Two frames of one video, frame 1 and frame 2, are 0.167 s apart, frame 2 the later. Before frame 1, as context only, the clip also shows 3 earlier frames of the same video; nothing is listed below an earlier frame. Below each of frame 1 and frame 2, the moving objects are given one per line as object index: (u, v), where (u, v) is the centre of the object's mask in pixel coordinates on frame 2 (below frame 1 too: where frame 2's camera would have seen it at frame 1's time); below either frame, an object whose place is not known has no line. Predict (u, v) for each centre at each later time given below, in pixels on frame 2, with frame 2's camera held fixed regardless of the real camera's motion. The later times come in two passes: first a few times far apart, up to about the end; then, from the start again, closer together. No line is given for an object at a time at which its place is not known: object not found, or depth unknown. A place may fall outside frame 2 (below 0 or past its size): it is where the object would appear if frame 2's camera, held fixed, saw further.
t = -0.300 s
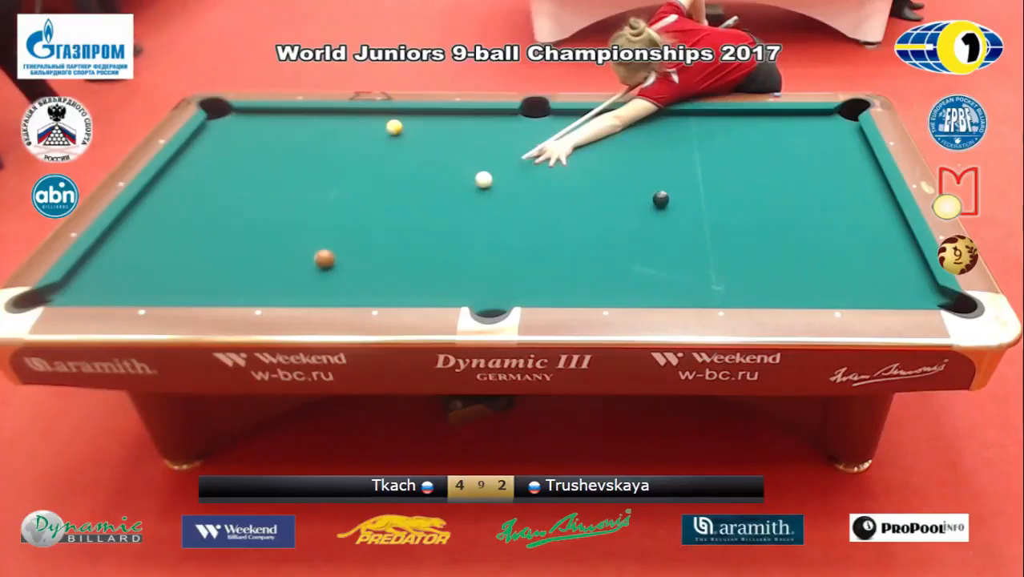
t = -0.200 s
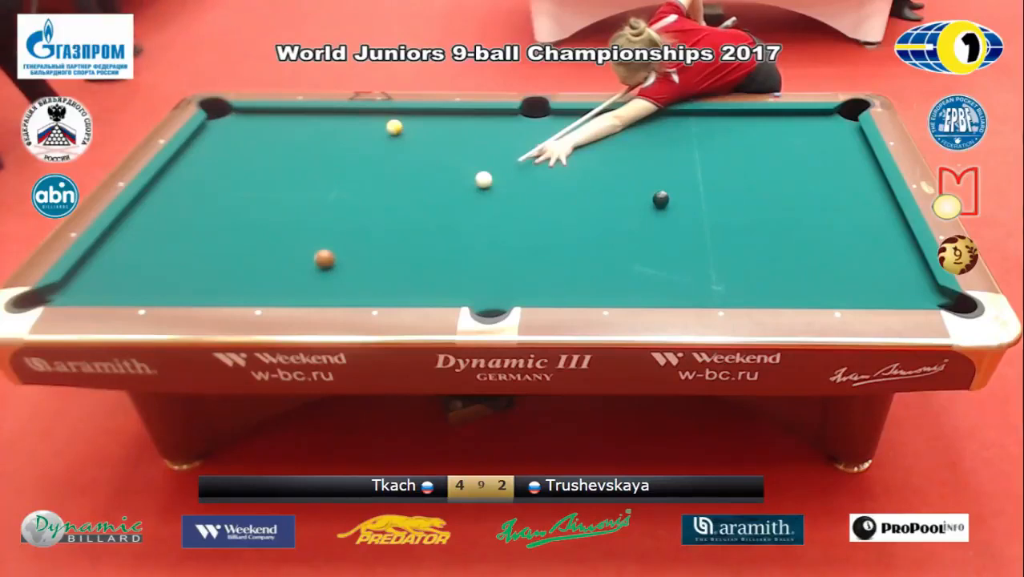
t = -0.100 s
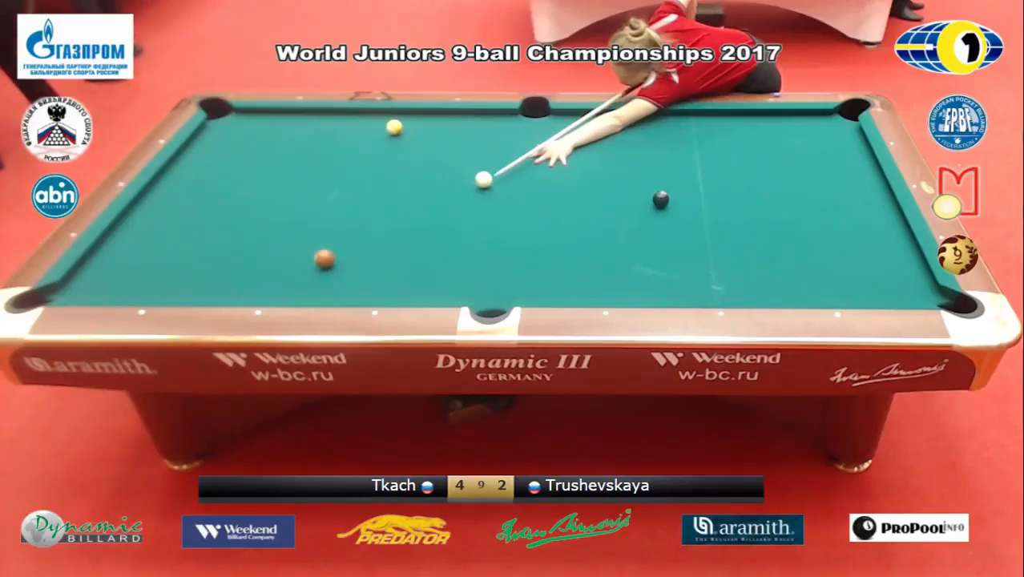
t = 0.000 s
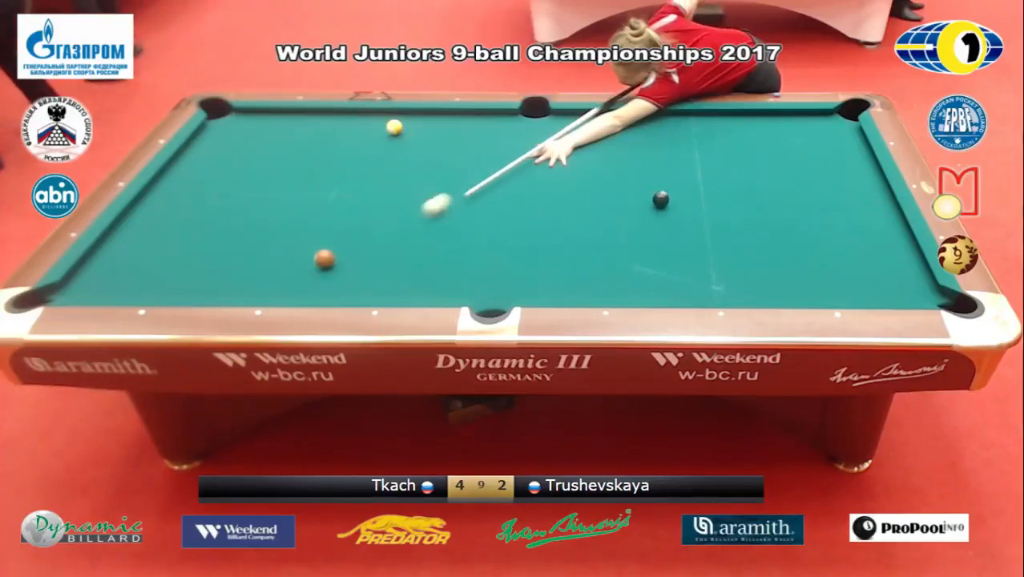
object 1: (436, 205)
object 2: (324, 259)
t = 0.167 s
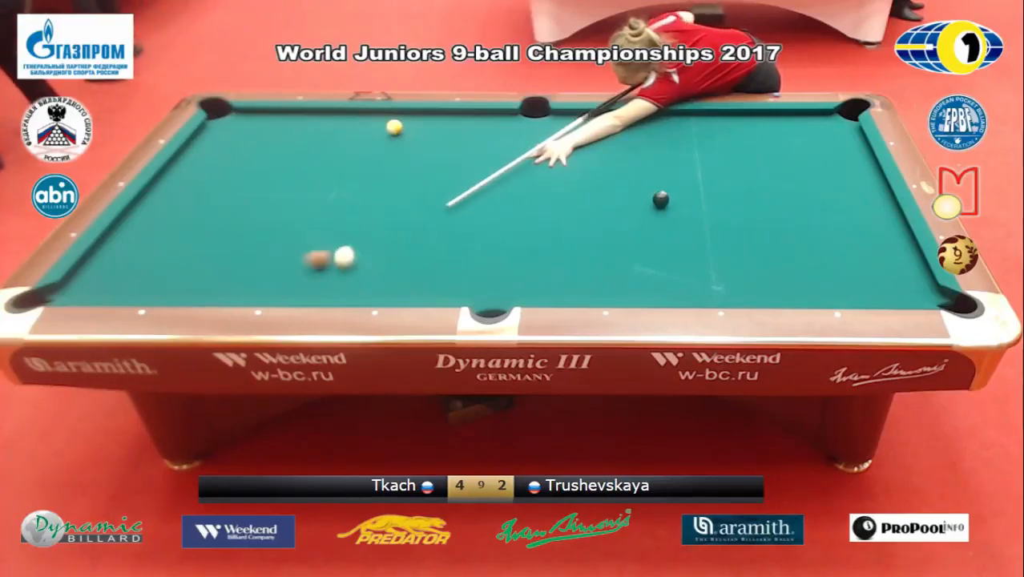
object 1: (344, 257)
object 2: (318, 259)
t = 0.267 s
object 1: (344, 279)
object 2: (262, 268)
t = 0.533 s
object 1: (379, 274)
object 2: (133, 287)
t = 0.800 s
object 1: (422, 252)
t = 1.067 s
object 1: (460, 232)
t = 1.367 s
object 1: (499, 213)
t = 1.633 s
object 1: (529, 197)
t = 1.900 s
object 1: (557, 183)
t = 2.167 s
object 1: (583, 171)
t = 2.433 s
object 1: (606, 159)
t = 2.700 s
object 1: (627, 149)
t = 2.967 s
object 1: (647, 139)
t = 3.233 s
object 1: (665, 130)
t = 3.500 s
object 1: (682, 122)
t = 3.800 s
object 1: (699, 114)
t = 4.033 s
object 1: (709, 116)
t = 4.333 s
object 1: (720, 119)
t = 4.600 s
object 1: (729, 122)
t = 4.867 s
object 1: (737, 125)
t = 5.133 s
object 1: (744, 127)
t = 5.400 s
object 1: (749, 129)
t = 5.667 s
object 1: (754, 130)
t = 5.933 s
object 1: (757, 131)
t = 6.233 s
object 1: (760, 132)
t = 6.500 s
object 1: (760, 132)
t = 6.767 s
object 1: (761, 132)
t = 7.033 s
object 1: (761, 132)
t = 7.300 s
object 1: (761, 132)
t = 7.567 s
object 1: (761, 132)
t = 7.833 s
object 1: (761, 132)
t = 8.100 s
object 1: (761, 132)
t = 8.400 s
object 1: (761, 132)
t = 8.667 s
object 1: (761, 132)
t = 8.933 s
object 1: (761, 132)
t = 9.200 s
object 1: (761, 132)
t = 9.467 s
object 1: (761, 132)
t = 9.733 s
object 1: (761, 132)
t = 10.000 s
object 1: (761, 132)
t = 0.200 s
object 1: (344, 265)
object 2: (299, 262)
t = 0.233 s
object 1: (344, 272)
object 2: (281, 265)
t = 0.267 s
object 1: (344, 279)
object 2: (262, 268)
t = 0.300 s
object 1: (344, 286)
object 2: (244, 271)
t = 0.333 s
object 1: (344, 291)
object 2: (226, 273)
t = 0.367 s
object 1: (348, 291)
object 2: (210, 276)
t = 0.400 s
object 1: (355, 287)
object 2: (194, 278)
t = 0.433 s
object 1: (362, 283)
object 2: (178, 281)
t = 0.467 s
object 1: (368, 280)
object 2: (164, 284)
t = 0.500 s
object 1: (374, 276)
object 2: (148, 285)
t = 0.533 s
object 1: (379, 274)
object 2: (133, 287)
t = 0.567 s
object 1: (385, 271)
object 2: (118, 289)
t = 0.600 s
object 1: (390, 268)
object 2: (103, 290)
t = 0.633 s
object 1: (396, 265)
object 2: (92, 290)
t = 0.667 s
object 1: (401, 262)
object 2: (82, 289)
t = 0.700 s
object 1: (407, 260)
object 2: (71, 289)
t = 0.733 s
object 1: (412, 257)
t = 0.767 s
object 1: (417, 254)
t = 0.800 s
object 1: (422, 252)
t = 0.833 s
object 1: (427, 249)
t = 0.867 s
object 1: (432, 247)
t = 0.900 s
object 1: (437, 245)
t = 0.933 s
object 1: (441, 242)
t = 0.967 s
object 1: (446, 240)
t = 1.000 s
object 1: (451, 237)
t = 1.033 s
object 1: (456, 235)
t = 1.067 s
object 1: (460, 232)
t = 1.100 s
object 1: (464, 230)
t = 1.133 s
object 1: (469, 228)
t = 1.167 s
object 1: (473, 226)
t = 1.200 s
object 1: (478, 223)
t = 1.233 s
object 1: (482, 221)
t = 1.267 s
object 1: (486, 219)
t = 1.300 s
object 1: (490, 217)
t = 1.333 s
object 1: (495, 215)
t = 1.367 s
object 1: (499, 213)
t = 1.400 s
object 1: (503, 211)
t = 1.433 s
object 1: (507, 209)
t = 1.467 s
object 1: (510, 207)
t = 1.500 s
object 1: (515, 205)
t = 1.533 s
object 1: (518, 203)
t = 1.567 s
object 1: (522, 201)
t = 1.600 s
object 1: (526, 199)
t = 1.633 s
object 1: (529, 197)
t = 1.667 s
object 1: (533, 196)
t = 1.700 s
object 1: (537, 194)
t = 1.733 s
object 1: (540, 192)
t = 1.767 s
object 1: (544, 190)
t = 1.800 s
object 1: (547, 188)
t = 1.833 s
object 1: (551, 186)
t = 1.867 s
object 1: (554, 185)
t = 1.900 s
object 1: (557, 183)
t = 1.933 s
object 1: (561, 181)
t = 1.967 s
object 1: (564, 180)
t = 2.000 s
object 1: (568, 178)
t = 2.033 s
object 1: (570, 177)
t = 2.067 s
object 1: (574, 175)
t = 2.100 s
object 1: (577, 173)
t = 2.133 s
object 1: (580, 172)
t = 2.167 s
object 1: (583, 171)
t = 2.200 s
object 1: (586, 169)
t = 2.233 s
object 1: (589, 167)
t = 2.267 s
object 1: (592, 166)
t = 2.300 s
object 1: (595, 165)
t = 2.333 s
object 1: (598, 163)
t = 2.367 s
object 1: (601, 162)
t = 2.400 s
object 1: (603, 160)
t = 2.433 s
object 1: (606, 159)
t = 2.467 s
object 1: (609, 157)
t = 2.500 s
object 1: (612, 156)
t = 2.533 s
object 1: (614, 155)
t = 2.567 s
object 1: (617, 154)
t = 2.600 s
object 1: (620, 152)
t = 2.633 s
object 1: (622, 151)
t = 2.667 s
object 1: (625, 150)
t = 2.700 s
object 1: (627, 149)
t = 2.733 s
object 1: (630, 147)
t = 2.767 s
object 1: (632, 146)
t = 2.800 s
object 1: (635, 145)
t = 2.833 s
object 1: (638, 144)
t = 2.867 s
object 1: (640, 143)
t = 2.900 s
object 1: (642, 141)
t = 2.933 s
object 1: (645, 140)
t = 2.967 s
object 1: (647, 139)
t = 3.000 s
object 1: (649, 138)
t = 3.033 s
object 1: (652, 137)
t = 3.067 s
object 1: (654, 136)
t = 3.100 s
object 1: (656, 135)
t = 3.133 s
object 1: (658, 133)
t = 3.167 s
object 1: (661, 132)
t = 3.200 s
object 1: (663, 131)
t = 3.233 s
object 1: (665, 130)
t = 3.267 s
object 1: (668, 129)
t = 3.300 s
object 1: (669, 128)
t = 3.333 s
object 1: (672, 127)
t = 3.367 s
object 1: (674, 126)
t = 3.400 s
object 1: (676, 125)
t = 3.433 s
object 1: (678, 124)
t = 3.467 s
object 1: (680, 123)
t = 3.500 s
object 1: (682, 122)
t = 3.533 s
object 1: (684, 121)
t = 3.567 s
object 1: (686, 120)
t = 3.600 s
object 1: (688, 120)
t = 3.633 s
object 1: (690, 119)
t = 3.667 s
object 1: (691, 118)
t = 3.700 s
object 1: (693, 117)
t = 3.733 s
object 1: (695, 116)
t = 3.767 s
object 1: (697, 115)
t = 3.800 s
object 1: (699, 114)
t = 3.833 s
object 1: (701, 114)
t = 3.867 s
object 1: (702, 114)
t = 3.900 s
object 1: (704, 114)
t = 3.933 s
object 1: (705, 115)
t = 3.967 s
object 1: (706, 115)
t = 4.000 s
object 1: (708, 116)
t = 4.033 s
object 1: (709, 116)
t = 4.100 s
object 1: (712, 117)
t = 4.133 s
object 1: (713, 117)
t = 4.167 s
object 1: (714, 118)
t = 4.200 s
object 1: (716, 118)
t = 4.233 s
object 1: (717, 118)
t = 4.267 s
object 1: (718, 119)
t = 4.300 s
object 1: (719, 119)
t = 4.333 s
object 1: (720, 119)
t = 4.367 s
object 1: (721, 120)
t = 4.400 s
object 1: (722, 120)
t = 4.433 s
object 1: (724, 121)
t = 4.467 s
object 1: (725, 121)
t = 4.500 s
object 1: (726, 121)
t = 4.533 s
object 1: (727, 122)
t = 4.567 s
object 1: (728, 122)
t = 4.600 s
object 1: (729, 122)
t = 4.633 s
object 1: (730, 123)
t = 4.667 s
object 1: (731, 123)
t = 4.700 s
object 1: (732, 123)
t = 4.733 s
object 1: (733, 123)
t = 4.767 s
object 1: (734, 124)
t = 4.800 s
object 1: (735, 124)
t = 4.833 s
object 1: (736, 124)
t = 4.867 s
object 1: (737, 125)
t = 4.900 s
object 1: (738, 125)
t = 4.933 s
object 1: (739, 125)
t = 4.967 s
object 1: (740, 125)
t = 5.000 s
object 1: (740, 126)
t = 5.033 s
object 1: (741, 126)
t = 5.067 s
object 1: (742, 126)
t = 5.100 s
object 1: (743, 126)
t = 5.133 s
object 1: (744, 127)
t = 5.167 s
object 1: (744, 127)
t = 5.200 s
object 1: (745, 127)
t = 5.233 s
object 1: (746, 127)
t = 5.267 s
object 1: (746, 128)
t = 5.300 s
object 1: (747, 128)
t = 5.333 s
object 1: (748, 128)
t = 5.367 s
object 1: (748, 128)
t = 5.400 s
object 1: (749, 129)
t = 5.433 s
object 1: (750, 129)
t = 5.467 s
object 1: (750, 129)
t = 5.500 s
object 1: (751, 129)
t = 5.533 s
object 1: (751, 129)
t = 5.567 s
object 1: (752, 129)
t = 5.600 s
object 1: (753, 130)
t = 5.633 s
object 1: (753, 130)
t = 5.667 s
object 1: (754, 130)
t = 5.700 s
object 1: (754, 130)
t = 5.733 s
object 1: (754, 130)
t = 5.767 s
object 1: (755, 130)
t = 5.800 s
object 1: (756, 130)
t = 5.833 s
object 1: (756, 130)
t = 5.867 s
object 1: (756, 131)
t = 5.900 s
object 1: (757, 131)
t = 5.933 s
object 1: (757, 131)
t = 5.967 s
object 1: (757, 131)
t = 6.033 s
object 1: (758, 131)
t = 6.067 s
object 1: (758, 131)
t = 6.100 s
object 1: (759, 131)
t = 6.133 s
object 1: (759, 131)
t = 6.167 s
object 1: (759, 131)
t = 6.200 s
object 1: (759, 132)
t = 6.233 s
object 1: (760, 132)
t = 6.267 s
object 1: (760, 132)
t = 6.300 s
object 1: (760, 132)
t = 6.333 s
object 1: (760, 132)
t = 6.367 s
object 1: (760, 132)
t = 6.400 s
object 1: (760, 132)
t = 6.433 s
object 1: (760, 132)
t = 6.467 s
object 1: (760, 132)
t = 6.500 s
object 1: (760, 132)
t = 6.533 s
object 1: (760, 132)
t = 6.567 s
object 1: (760, 132)
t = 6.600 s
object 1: (761, 132)
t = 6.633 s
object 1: (761, 132)
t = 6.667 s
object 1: (761, 132)
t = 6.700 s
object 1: (761, 132)
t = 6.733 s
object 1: (761, 132)
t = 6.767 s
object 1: (761, 132)
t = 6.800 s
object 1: (761, 132)
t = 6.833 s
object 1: (761, 132)
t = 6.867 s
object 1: (761, 132)
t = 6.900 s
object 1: (761, 132)
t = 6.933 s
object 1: (761, 132)
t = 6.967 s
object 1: (761, 132)
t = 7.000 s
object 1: (761, 132)
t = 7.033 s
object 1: (761, 132)
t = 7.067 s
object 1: (761, 132)
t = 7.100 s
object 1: (761, 132)
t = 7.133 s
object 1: (761, 132)
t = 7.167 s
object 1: (761, 132)
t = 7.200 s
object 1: (761, 132)
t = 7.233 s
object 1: (761, 132)
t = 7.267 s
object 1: (761, 132)
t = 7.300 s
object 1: (761, 132)
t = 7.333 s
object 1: (761, 132)
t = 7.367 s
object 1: (761, 132)
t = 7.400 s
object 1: (761, 132)
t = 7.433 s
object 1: (761, 132)
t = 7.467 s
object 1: (761, 132)
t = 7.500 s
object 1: (761, 132)
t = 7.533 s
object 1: (761, 132)
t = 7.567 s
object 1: (761, 132)
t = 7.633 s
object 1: (761, 132)
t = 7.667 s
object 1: (761, 132)
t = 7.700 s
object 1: (761, 132)
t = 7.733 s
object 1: (761, 132)
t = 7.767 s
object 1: (761, 132)
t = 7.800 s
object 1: (761, 132)
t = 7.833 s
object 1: (761, 132)
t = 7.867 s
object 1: (761, 132)
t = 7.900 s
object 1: (761, 132)
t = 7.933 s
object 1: (761, 132)
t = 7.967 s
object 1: (761, 132)
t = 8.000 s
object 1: (761, 132)
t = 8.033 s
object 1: (761, 132)
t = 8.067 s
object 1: (761, 132)
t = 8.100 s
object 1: (761, 132)
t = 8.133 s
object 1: (761, 132)
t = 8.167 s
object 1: (761, 132)
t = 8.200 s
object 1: (761, 132)
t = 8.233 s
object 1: (761, 132)
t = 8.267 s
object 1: (761, 132)
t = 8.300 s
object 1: (761, 132)
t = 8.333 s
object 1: (761, 132)
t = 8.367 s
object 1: (761, 132)
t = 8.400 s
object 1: (761, 132)
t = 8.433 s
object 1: (761, 132)
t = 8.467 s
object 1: (761, 132)
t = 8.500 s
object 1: (761, 132)
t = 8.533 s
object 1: (761, 132)
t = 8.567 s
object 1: (761, 132)
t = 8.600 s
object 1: (761, 132)
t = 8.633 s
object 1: (761, 132)
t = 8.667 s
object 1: (761, 132)
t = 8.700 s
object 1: (761, 132)
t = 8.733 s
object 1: (761, 132)
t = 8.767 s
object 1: (761, 132)
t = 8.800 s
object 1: (761, 132)
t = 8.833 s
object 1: (761, 132)
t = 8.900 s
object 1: (761, 132)
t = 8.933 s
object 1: (761, 132)
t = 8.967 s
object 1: (761, 132)
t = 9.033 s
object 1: (761, 132)
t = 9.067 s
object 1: (761, 132)
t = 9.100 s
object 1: (761, 132)
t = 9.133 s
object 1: (761, 132)
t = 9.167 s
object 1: (761, 132)
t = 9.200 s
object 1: (761, 132)
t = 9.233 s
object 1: (761, 132)
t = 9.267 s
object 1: (761, 132)
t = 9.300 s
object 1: (761, 132)
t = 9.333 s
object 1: (761, 132)
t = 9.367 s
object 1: (761, 132)
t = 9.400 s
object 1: (761, 132)
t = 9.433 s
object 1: (761, 132)
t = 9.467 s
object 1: (761, 132)
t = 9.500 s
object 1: (761, 132)
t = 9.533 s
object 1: (761, 132)
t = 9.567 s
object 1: (761, 132)
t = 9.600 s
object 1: (761, 132)
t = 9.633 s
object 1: (761, 132)
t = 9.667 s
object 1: (761, 132)
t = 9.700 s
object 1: (761, 132)
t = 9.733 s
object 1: (761, 132)
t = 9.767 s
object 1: (761, 132)
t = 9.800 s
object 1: (761, 132)
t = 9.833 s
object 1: (761, 132)
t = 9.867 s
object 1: (761, 132)
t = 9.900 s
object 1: (761, 132)
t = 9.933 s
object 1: (761, 132)
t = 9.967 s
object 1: (761, 132)
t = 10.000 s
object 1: (761, 132)
